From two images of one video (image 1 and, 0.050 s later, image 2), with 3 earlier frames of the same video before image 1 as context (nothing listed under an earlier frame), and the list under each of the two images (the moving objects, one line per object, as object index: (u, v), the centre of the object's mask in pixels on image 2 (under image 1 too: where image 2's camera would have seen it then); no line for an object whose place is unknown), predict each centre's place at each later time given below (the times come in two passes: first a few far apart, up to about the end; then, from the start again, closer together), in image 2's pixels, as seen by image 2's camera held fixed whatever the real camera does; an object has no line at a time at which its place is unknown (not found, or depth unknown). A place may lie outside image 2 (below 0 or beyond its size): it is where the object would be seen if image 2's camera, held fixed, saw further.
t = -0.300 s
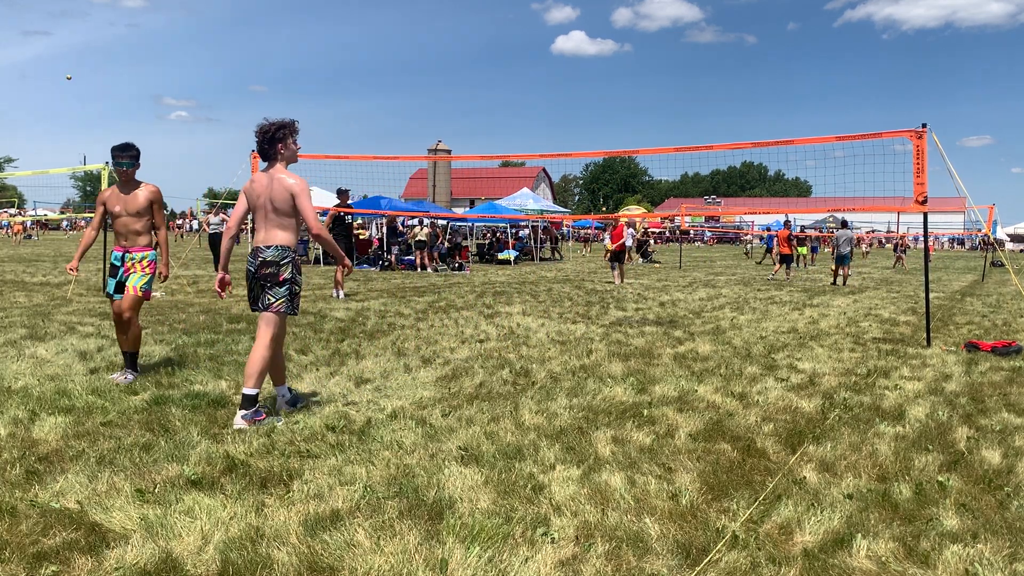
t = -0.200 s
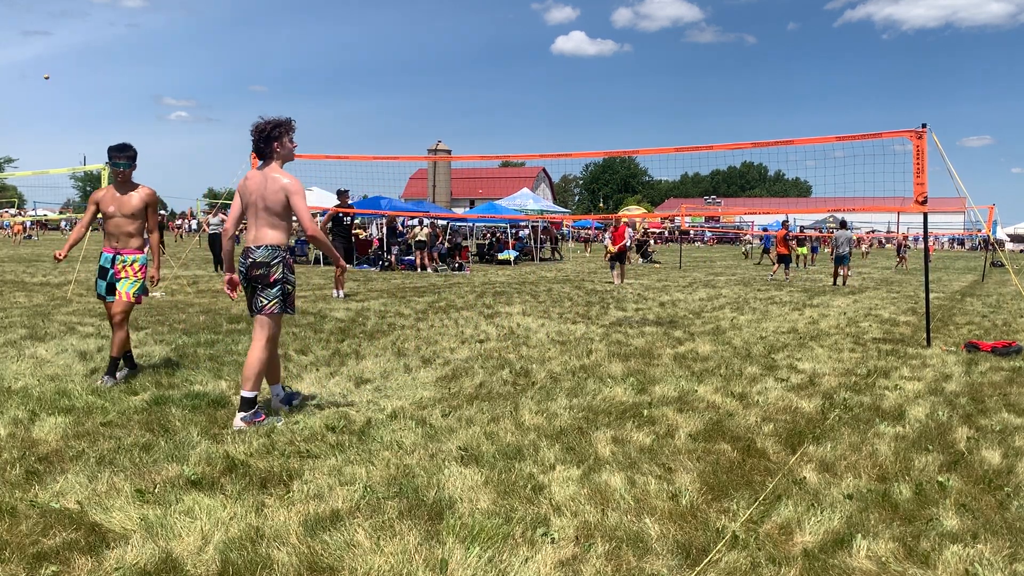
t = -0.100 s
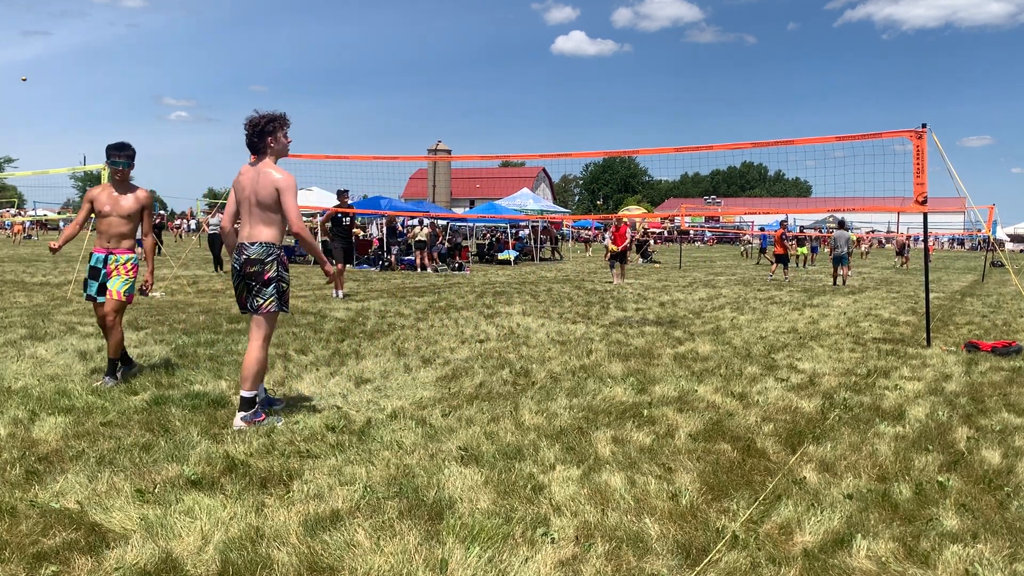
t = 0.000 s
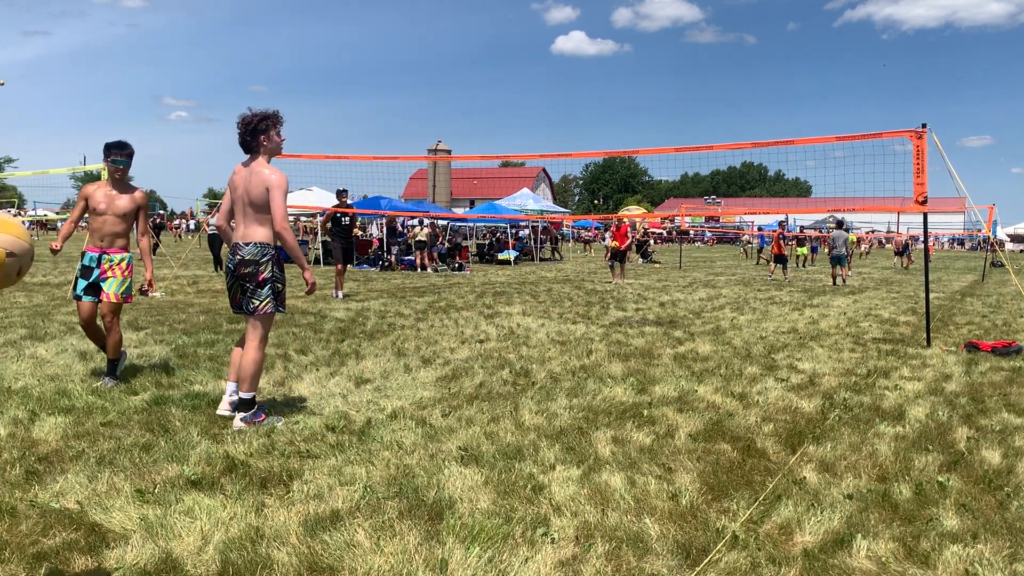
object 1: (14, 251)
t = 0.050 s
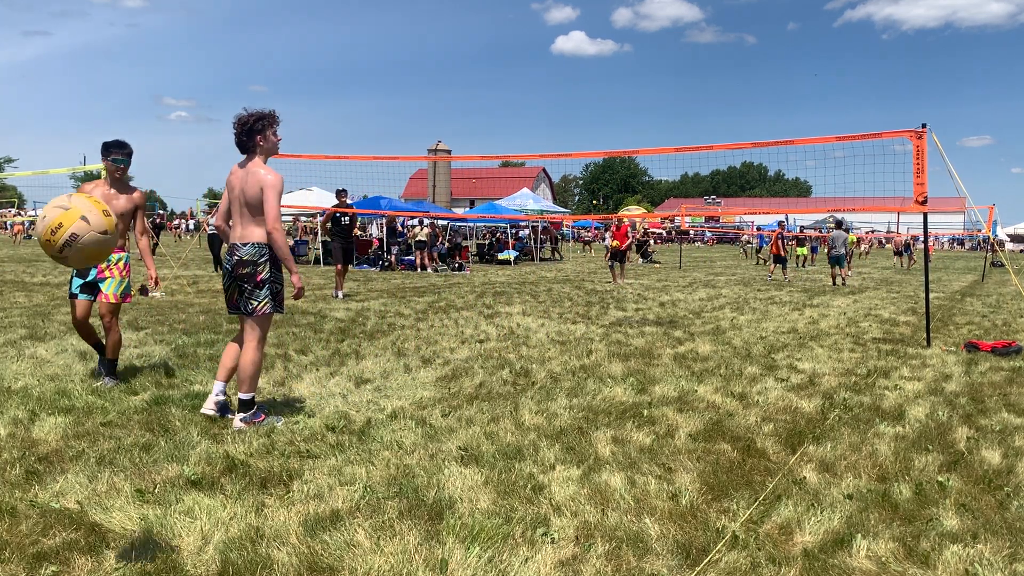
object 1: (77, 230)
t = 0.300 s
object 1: (352, 260)
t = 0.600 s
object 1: (501, 416)
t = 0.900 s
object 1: (603, 338)
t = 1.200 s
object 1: (664, 354)
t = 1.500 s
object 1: (709, 334)
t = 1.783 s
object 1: (741, 326)
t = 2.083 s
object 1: (763, 325)
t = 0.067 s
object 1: (104, 227)
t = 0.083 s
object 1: (128, 224)
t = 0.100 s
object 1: (151, 222)
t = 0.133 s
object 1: (195, 221)
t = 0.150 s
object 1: (214, 222)
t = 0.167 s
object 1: (233, 225)
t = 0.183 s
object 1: (250, 227)
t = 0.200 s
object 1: (267, 230)
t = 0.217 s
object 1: (284, 234)
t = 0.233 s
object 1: (298, 237)
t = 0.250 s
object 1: (313, 243)
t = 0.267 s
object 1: (327, 248)
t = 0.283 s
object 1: (340, 254)
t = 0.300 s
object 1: (352, 260)
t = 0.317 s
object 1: (363, 266)
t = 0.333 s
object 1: (375, 273)
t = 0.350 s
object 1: (385, 280)
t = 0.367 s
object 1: (395, 287)
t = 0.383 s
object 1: (405, 295)
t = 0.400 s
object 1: (414, 303)
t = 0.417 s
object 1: (423, 312)
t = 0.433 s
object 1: (431, 320)
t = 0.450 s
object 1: (440, 328)
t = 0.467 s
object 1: (448, 338)
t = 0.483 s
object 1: (456, 347)
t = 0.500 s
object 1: (463, 356)
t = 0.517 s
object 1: (470, 366)
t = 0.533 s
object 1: (476, 376)
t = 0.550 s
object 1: (483, 386)
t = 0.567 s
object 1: (489, 396)
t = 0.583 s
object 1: (495, 406)
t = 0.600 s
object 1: (501, 416)
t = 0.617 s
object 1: (507, 417)
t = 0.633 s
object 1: (514, 411)
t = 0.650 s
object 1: (520, 403)
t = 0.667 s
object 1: (527, 395)
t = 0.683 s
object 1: (534, 386)
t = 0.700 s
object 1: (540, 379)
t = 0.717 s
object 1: (547, 373)
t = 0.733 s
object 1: (552, 367)
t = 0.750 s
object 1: (558, 362)
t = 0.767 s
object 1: (563, 357)
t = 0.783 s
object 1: (569, 353)
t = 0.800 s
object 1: (574, 349)
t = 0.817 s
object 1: (579, 346)
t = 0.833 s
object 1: (584, 344)
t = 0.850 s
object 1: (589, 341)
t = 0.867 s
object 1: (593, 340)
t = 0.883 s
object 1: (598, 338)
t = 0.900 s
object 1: (603, 338)
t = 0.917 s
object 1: (607, 337)
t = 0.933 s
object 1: (611, 337)
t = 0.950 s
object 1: (614, 337)
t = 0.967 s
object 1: (619, 337)
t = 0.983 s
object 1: (623, 338)
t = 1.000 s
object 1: (627, 340)
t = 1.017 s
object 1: (630, 341)
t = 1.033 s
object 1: (633, 343)
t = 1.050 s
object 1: (637, 346)
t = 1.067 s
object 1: (640, 348)
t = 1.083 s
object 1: (643, 351)
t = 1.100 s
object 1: (646, 354)
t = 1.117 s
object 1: (649, 358)
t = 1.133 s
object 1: (653, 360)
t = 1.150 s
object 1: (655, 362)
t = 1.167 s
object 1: (658, 361)
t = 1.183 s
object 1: (661, 357)
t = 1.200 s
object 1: (664, 354)
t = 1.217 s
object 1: (667, 351)
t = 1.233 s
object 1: (670, 347)
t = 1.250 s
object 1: (673, 344)
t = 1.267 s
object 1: (676, 341)
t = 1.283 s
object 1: (678, 338)
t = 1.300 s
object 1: (681, 336)
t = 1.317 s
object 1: (684, 334)
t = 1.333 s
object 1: (686, 333)
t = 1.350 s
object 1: (688, 332)
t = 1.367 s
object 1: (691, 331)
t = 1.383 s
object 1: (694, 330)
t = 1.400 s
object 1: (696, 330)
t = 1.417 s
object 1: (698, 330)
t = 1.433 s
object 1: (701, 330)
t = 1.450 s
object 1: (703, 330)
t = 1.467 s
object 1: (704, 331)
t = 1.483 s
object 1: (707, 332)
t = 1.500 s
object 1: (709, 334)
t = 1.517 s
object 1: (711, 335)
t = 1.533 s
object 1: (713, 337)
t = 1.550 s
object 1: (715, 339)
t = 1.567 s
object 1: (717, 341)
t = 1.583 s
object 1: (719, 342)
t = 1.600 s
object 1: (721, 342)
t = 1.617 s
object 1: (723, 341)
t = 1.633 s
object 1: (725, 338)
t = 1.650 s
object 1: (726, 337)
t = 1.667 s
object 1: (728, 335)
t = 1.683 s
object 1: (730, 333)
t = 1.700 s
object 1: (732, 331)
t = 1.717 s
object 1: (734, 330)
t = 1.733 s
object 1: (735, 329)
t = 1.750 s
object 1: (737, 328)
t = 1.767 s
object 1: (739, 326)
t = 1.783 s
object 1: (741, 326)
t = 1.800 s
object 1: (741, 326)
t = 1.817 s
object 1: (743, 326)
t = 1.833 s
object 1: (744, 326)
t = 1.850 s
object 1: (746, 327)
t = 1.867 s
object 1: (748, 328)
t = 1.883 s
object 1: (749, 329)
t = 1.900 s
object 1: (751, 330)
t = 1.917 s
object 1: (753, 330)
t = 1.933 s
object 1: (754, 331)
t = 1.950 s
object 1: (756, 332)
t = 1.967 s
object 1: (756, 331)
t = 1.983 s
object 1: (758, 330)
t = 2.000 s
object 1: (758, 329)
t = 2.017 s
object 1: (759, 327)
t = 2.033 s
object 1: (760, 327)
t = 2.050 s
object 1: (761, 326)
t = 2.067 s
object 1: (762, 325)
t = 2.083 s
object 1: (763, 325)
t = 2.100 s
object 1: (764, 324)
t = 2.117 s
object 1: (765, 324)
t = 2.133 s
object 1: (766, 324)
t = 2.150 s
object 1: (767, 324)
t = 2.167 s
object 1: (768, 324)
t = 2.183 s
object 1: (769, 324)
